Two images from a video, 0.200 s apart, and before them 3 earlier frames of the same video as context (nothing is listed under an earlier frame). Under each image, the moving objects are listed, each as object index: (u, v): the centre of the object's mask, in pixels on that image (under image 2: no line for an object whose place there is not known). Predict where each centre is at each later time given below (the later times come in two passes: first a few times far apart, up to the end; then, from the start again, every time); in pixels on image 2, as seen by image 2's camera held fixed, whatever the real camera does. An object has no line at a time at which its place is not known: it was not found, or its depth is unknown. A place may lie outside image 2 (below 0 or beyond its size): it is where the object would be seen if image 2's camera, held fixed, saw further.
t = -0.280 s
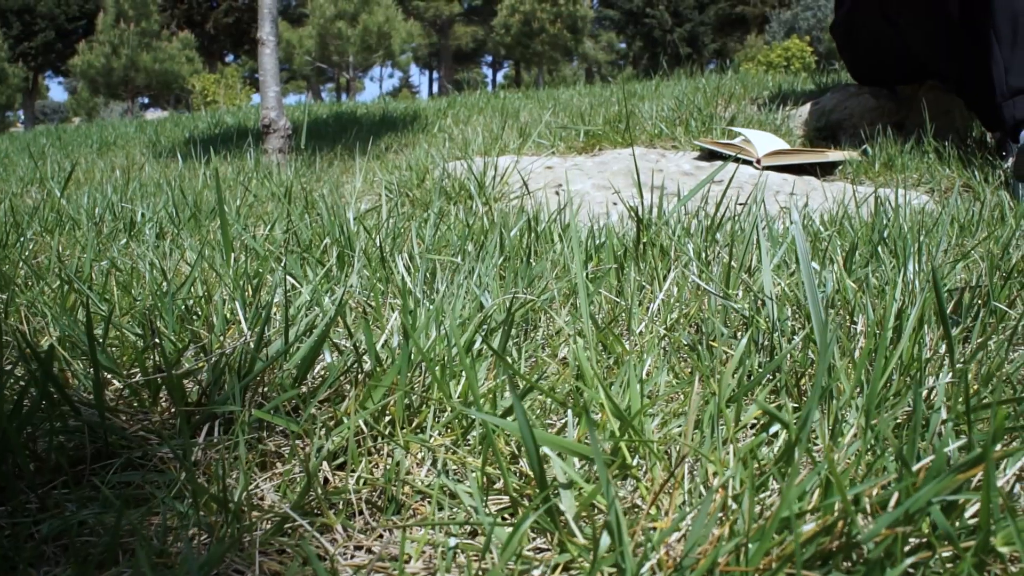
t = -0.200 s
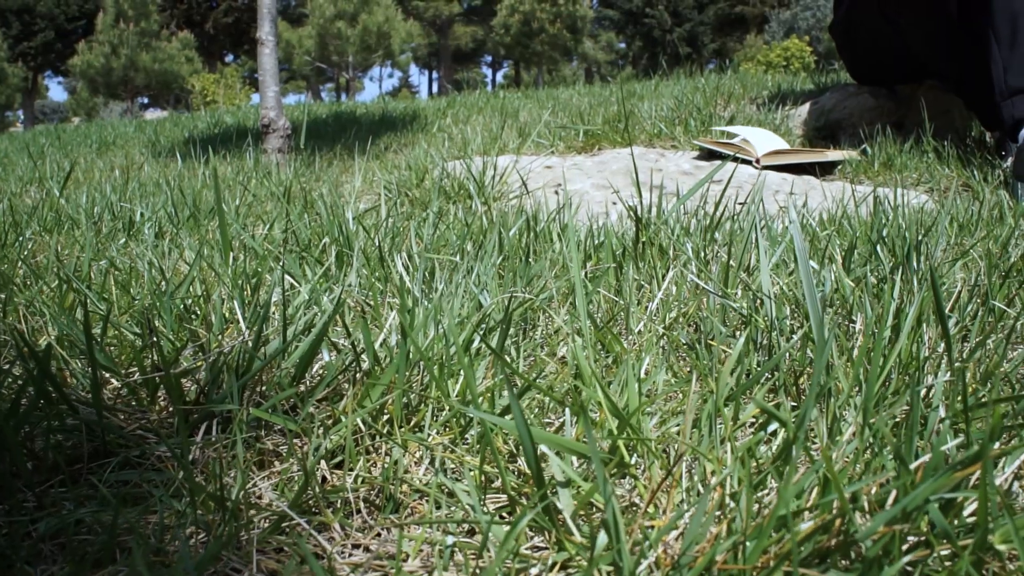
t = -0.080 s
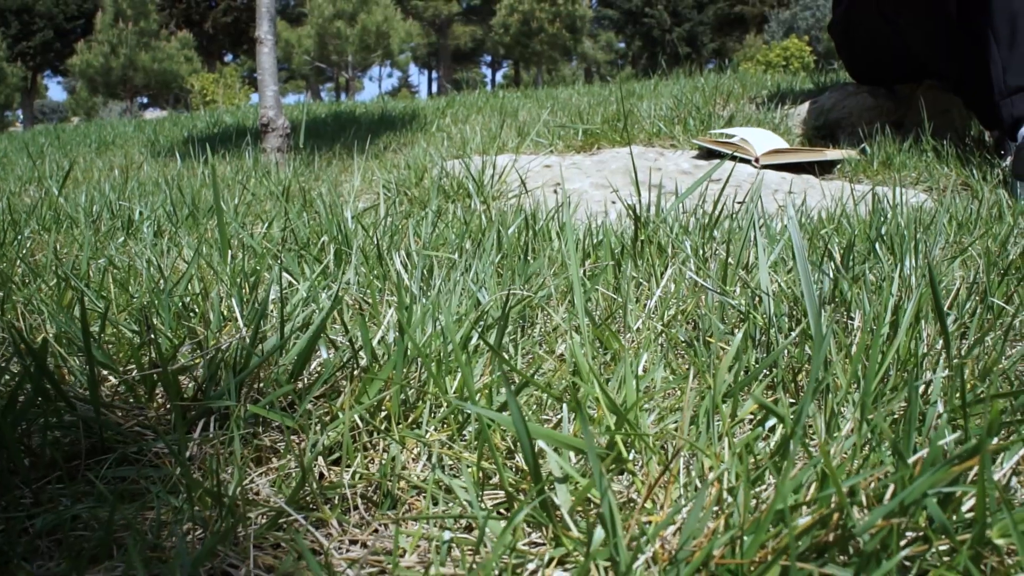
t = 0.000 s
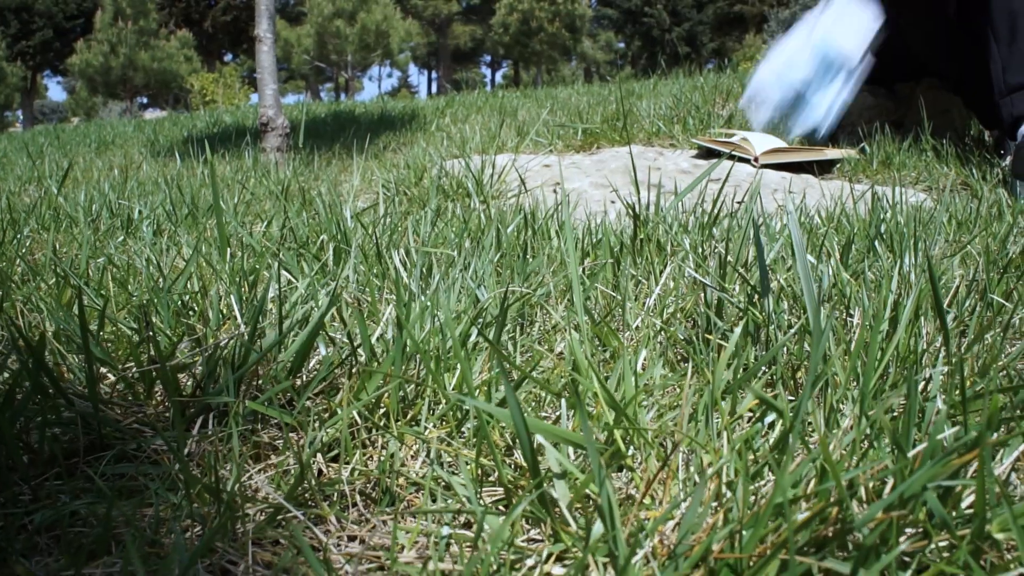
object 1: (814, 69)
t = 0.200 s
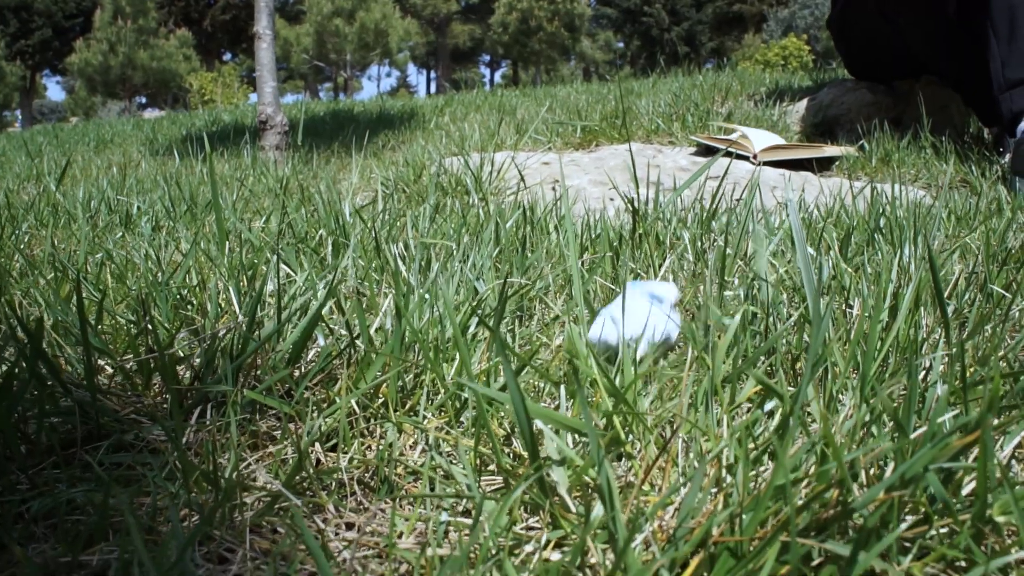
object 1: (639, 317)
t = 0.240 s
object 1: (648, 302)
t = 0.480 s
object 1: (670, 295)
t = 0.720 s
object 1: (665, 294)
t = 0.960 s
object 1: (668, 296)
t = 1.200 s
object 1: (671, 297)
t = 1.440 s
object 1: (670, 297)
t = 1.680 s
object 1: (670, 298)
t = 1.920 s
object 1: (670, 297)
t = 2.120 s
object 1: (670, 297)
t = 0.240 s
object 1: (648, 302)
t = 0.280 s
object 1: (656, 291)
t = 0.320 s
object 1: (668, 280)
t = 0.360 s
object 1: (674, 279)
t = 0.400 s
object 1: (676, 284)
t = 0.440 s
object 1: (674, 291)
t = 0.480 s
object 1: (670, 295)
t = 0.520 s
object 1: (668, 296)
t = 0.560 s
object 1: (667, 295)
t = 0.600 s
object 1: (667, 294)
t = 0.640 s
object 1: (668, 293)
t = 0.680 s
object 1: (667, 294)
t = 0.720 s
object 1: (665, 294)
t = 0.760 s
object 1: (664, 295)
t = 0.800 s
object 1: (665, 295)
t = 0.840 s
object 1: (665, 295)
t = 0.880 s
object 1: (667, 296)
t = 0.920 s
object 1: (667, 296)
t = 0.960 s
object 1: (668, 296)
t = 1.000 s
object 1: (668, 296)
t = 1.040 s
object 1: (668, 296)
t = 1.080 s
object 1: (669, 296)
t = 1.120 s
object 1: (670, 296)
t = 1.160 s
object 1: (670, 297)
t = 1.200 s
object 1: (671, 297)
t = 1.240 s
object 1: (671, 297)
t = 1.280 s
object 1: (671, 297)
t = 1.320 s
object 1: (670, 297)
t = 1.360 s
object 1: (670, 297)
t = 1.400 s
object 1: (670, 297)
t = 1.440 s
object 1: (670, 297)
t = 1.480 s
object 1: (670, 297)
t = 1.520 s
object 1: (670, 297)
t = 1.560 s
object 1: (670, 297)
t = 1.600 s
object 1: (670, 297)
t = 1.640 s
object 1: (670, 297)
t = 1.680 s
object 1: (670, 298)
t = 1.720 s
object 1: (670, 297)
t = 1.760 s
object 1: (670, 297)
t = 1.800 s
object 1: (670, 297)
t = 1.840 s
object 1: (670, 297)
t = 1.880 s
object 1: (670, 297)
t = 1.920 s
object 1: (670, 297)
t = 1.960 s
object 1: (670, 297)
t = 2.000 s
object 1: (670, 297)
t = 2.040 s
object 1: (670, 297)
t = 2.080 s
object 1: (670, 297)
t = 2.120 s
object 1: (670, 297)
